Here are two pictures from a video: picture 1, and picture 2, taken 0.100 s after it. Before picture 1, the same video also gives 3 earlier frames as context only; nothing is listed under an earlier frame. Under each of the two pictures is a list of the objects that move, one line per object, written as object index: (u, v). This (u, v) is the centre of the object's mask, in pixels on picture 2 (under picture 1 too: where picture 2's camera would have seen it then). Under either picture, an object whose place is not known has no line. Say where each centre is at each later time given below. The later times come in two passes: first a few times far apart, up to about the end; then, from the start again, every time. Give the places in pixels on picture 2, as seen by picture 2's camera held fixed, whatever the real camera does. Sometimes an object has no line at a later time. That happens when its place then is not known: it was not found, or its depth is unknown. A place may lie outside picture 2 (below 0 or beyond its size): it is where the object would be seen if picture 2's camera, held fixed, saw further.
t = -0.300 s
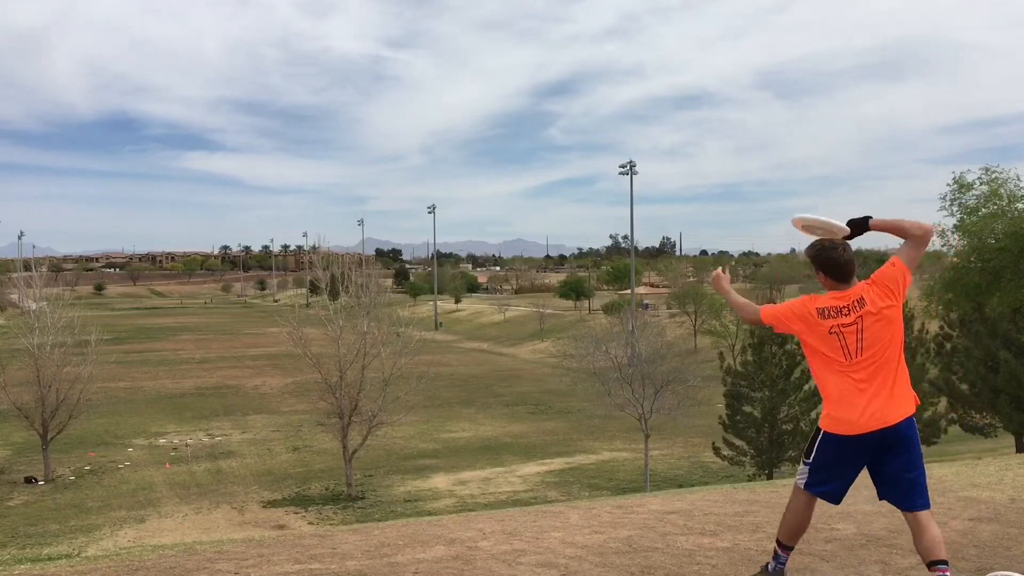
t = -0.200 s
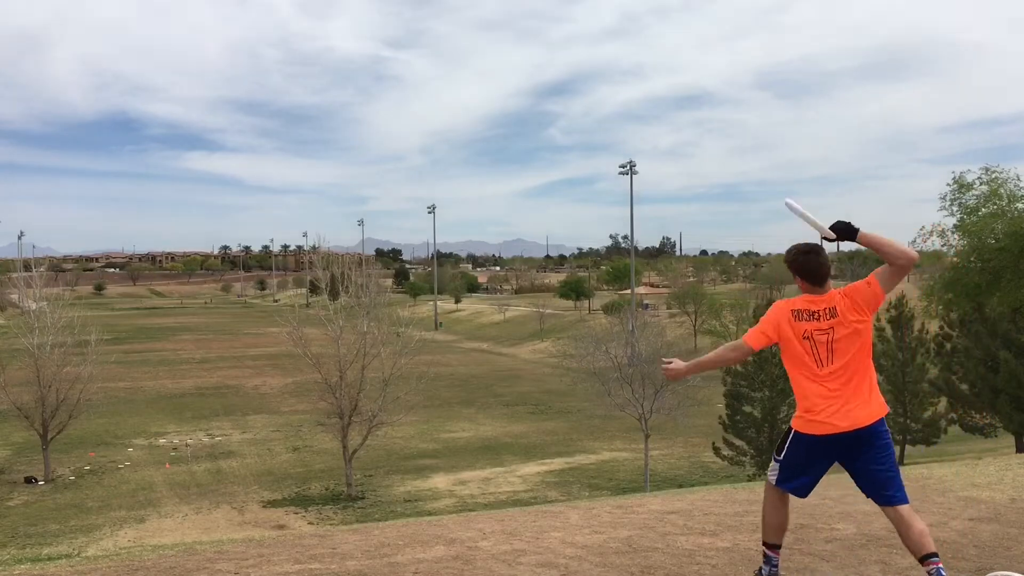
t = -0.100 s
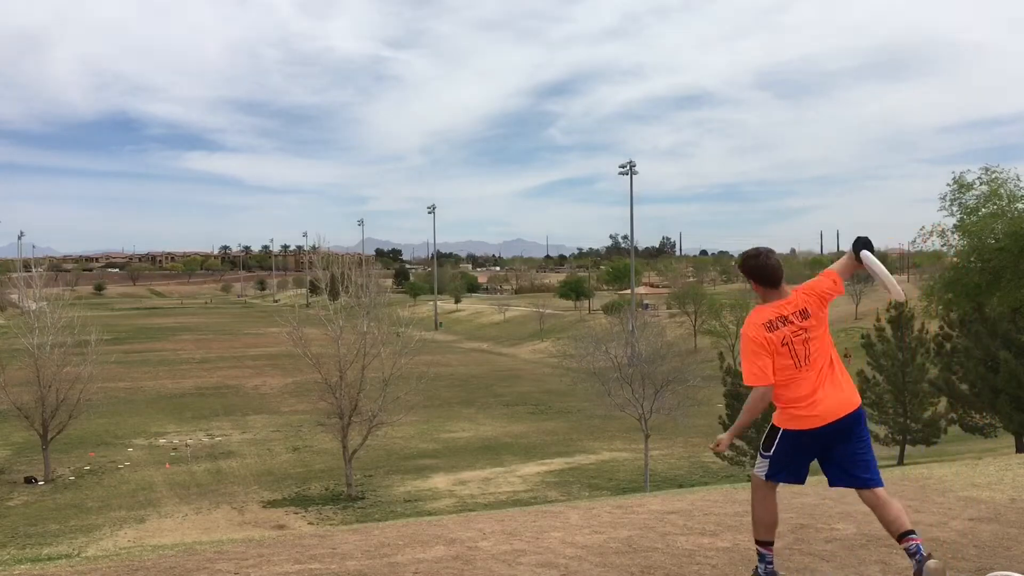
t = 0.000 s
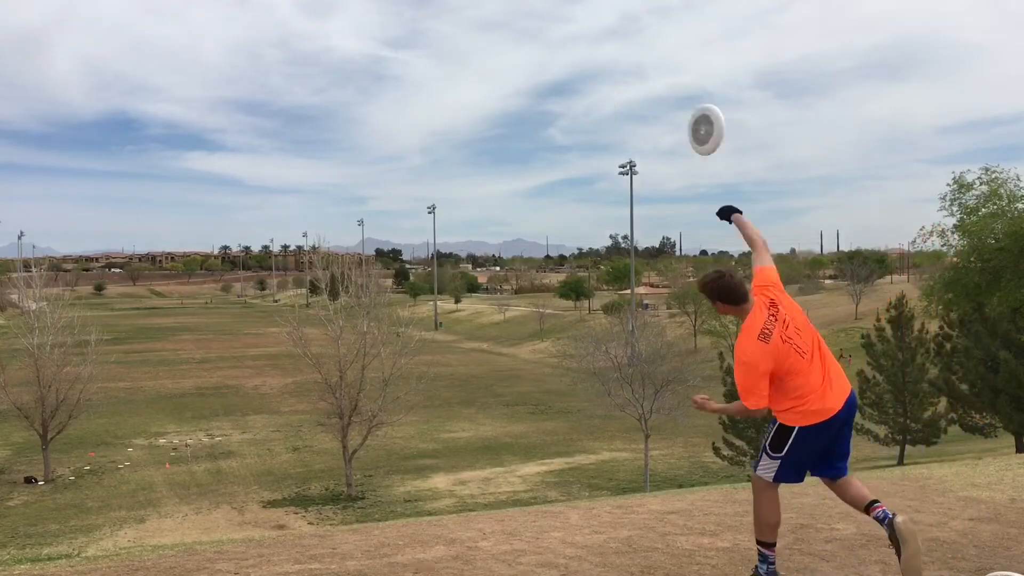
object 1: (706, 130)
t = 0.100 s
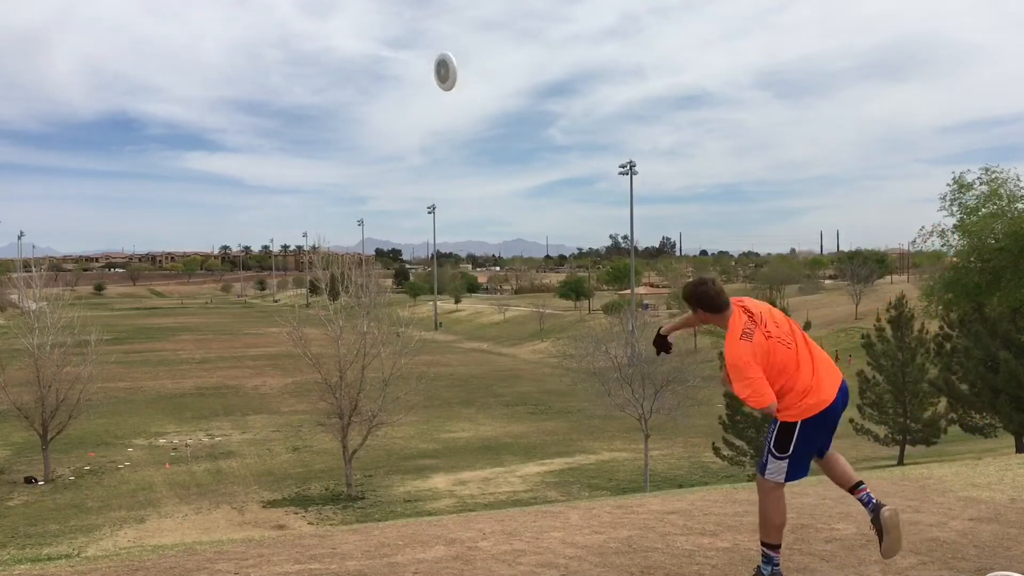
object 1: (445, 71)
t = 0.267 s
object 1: (225, 39)
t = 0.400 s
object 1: (130, 40)
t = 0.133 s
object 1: (387, 60)
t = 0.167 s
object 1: (337, 52)
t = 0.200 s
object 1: (294, 46)
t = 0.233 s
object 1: (258, 41)
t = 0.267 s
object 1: (225, 39)
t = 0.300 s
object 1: (197, 38)
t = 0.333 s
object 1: (172, 38)
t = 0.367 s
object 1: (150, 38)
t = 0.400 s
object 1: (130, 40)
